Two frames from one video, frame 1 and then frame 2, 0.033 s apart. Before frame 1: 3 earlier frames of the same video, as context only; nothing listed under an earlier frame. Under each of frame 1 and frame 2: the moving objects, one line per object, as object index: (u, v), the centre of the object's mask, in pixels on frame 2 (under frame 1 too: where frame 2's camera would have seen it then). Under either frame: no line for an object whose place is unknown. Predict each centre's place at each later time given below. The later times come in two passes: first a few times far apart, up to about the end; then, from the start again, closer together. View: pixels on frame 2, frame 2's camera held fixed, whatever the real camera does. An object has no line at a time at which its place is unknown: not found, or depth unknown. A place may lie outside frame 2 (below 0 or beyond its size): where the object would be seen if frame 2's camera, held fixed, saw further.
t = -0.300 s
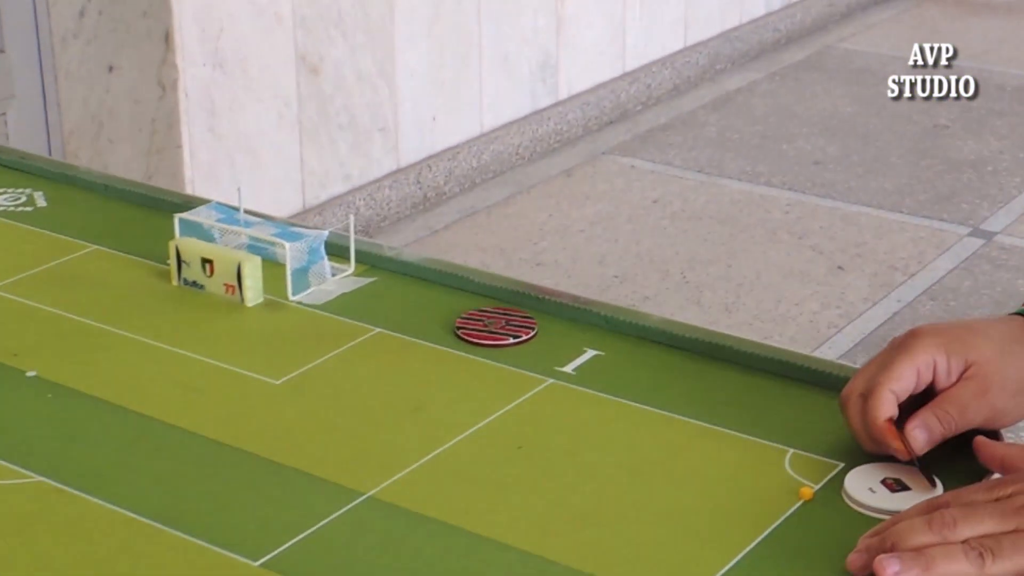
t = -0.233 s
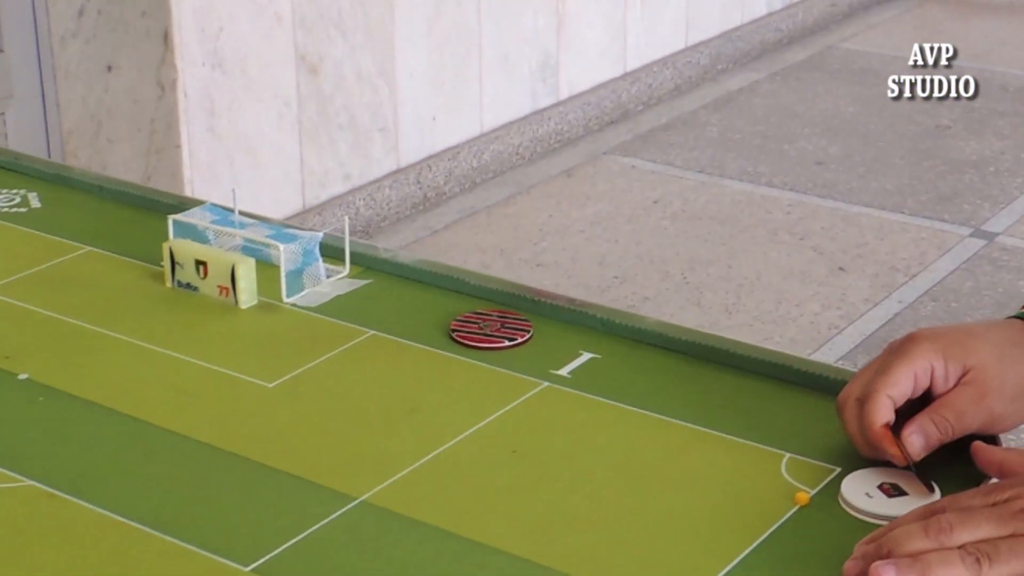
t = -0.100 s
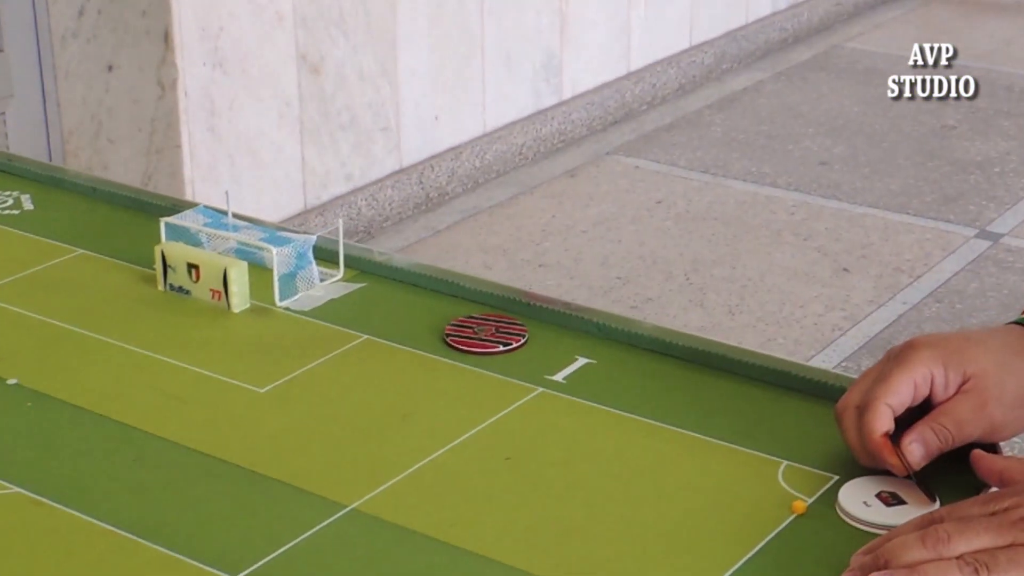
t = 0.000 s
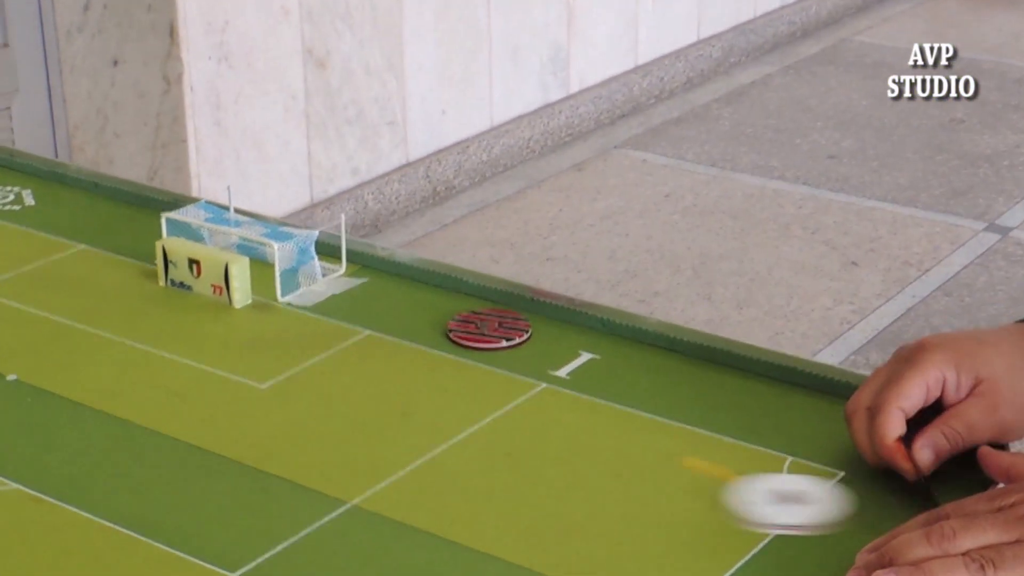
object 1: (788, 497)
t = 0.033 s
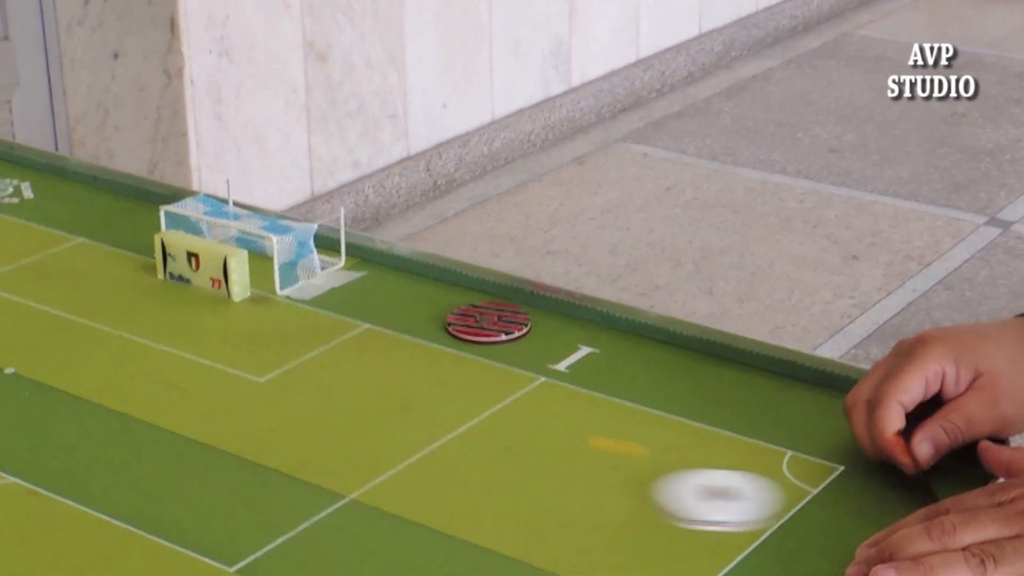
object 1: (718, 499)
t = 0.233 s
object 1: (366, 506)
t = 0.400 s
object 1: (170, 506)
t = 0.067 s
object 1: (651, 501)
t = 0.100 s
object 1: (588, 502)
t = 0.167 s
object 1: (470, 505)
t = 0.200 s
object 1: (416, 506)
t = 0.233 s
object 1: (366, 506)
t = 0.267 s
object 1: (320, 508)
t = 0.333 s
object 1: (238, 509)
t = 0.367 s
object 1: (202, 505)
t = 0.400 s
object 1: (170, 506)
